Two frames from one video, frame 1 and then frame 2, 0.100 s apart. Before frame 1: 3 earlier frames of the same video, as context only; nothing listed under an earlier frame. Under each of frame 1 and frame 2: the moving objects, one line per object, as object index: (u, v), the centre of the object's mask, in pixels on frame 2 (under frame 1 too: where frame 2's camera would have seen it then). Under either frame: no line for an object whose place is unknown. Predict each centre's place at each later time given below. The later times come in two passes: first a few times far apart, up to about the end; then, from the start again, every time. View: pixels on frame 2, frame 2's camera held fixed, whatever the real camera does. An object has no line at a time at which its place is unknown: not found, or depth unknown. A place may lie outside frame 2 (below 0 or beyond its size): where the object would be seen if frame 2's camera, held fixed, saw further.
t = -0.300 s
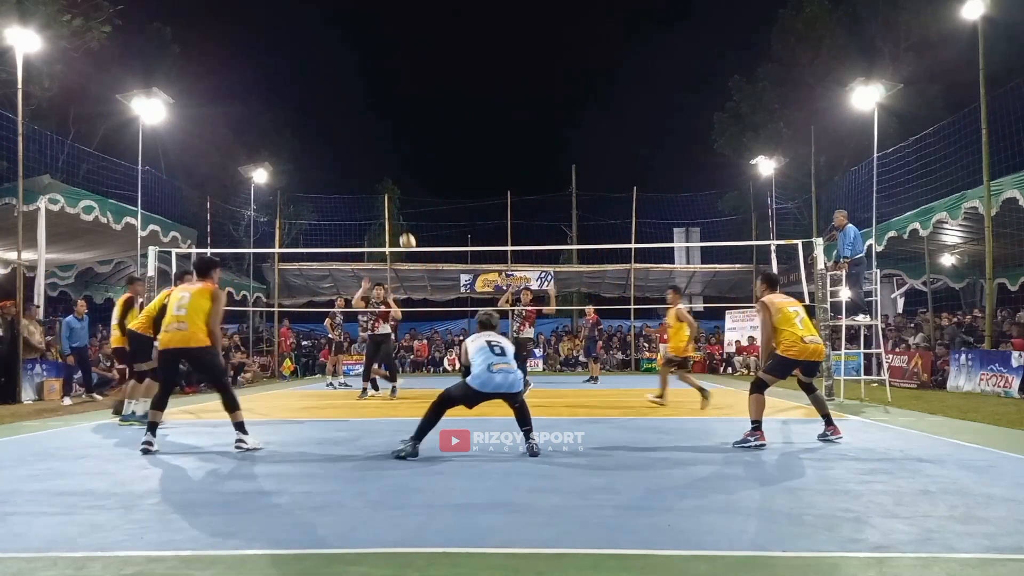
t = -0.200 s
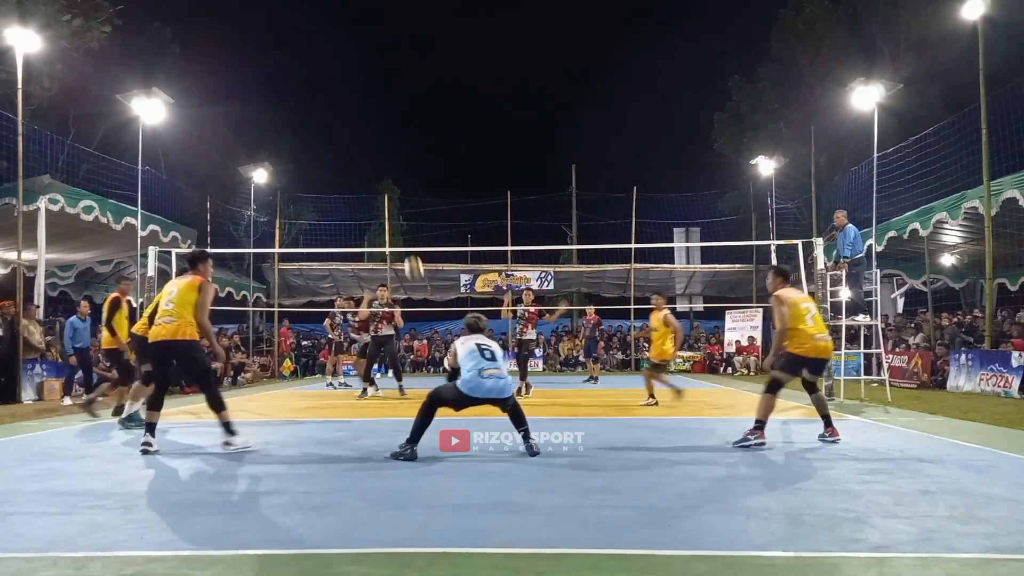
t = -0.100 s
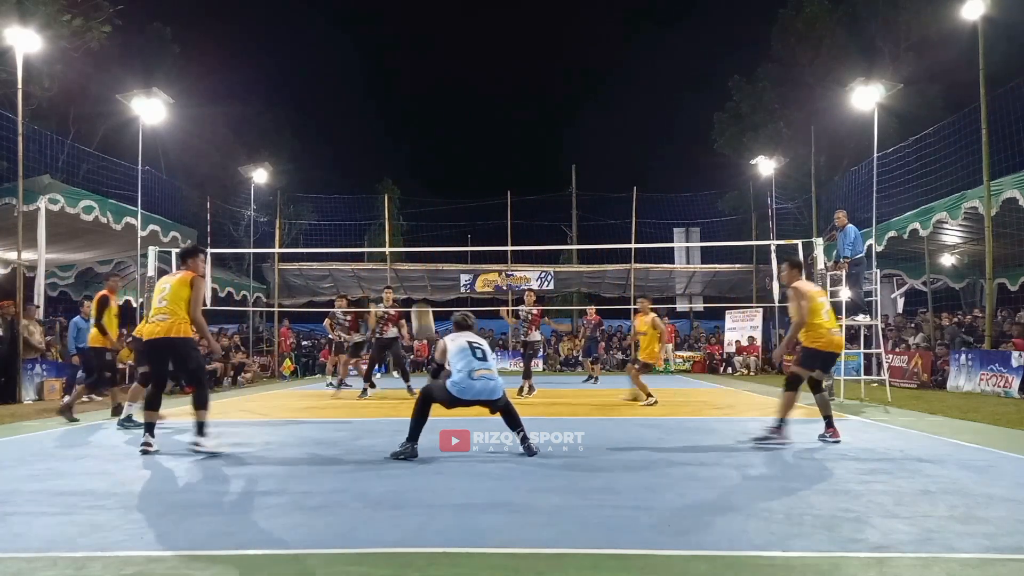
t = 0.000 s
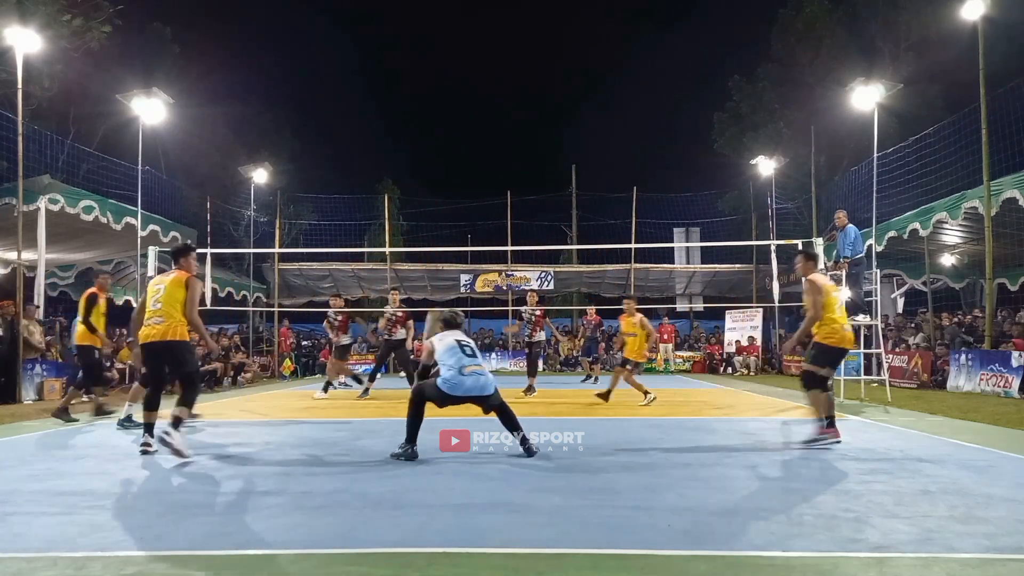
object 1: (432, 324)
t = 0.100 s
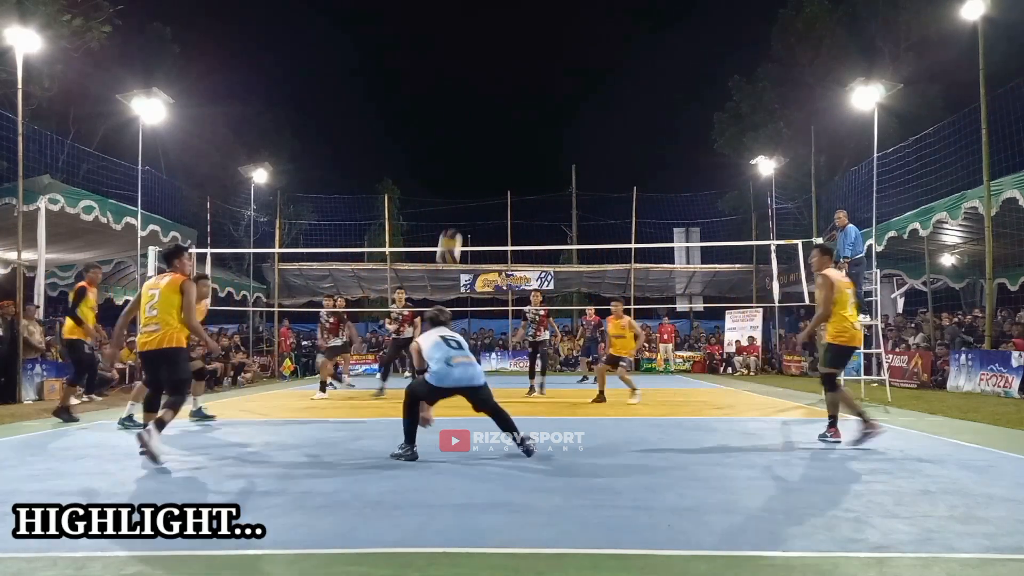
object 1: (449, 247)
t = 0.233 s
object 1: (465, 168)
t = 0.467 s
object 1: (490, 83)
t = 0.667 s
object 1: (509, 55)
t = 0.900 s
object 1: (529, 65)
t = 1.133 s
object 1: (548, 111)
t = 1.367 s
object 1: (564, 186)
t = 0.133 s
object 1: (453, 226)
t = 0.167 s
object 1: (457, 205)
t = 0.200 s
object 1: (461, 185)
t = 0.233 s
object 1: (465, 168)
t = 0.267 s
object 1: (469, 152)
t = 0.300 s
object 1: (472, 137)
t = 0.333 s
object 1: (476, 123)
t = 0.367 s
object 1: (480, 112)
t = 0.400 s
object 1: (483, 101)
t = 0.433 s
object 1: (487, 91)
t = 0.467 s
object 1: (490, 83)
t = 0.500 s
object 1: (493, 76)
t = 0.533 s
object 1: (497, 70)
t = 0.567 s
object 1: (500, 65)
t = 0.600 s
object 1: (503, 61)
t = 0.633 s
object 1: (506, 58)
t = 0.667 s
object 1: (509, 55)
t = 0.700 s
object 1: (512, 55)
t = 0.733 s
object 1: (515, 54)
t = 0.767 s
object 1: (518, 55)
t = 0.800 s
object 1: (521, 56)
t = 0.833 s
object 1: (524, 58)
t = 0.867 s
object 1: (526, 61)
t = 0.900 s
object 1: (529, 65)
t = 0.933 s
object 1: (532, 70)
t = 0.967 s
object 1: (535, 75)
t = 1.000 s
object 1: (537, 81)
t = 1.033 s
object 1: (540, 87)
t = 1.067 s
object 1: (543, 95)
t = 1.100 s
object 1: (545, 102)
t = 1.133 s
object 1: (548, 111)
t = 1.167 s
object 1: (550, 120)
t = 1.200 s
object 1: (552, 129)
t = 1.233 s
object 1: (555, 140)
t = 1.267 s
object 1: (557, 151)
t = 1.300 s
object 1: (560, 162)
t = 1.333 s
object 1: (562, 173)
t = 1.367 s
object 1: (564, 186)
